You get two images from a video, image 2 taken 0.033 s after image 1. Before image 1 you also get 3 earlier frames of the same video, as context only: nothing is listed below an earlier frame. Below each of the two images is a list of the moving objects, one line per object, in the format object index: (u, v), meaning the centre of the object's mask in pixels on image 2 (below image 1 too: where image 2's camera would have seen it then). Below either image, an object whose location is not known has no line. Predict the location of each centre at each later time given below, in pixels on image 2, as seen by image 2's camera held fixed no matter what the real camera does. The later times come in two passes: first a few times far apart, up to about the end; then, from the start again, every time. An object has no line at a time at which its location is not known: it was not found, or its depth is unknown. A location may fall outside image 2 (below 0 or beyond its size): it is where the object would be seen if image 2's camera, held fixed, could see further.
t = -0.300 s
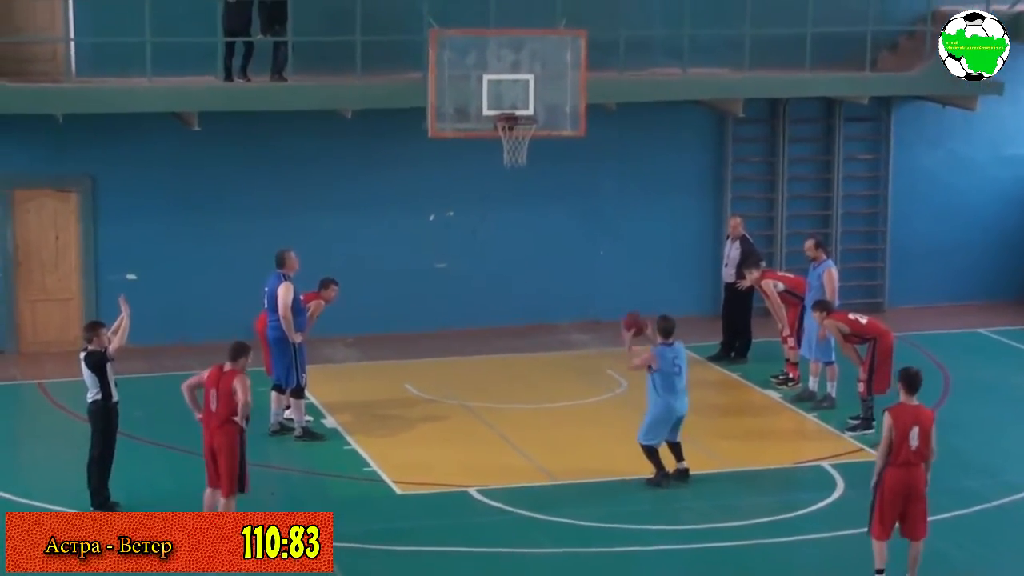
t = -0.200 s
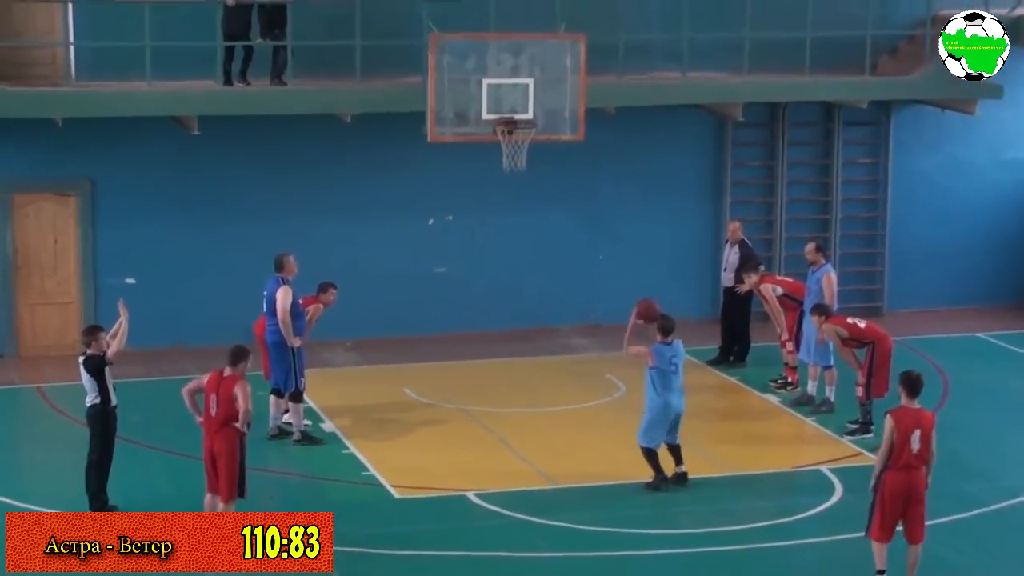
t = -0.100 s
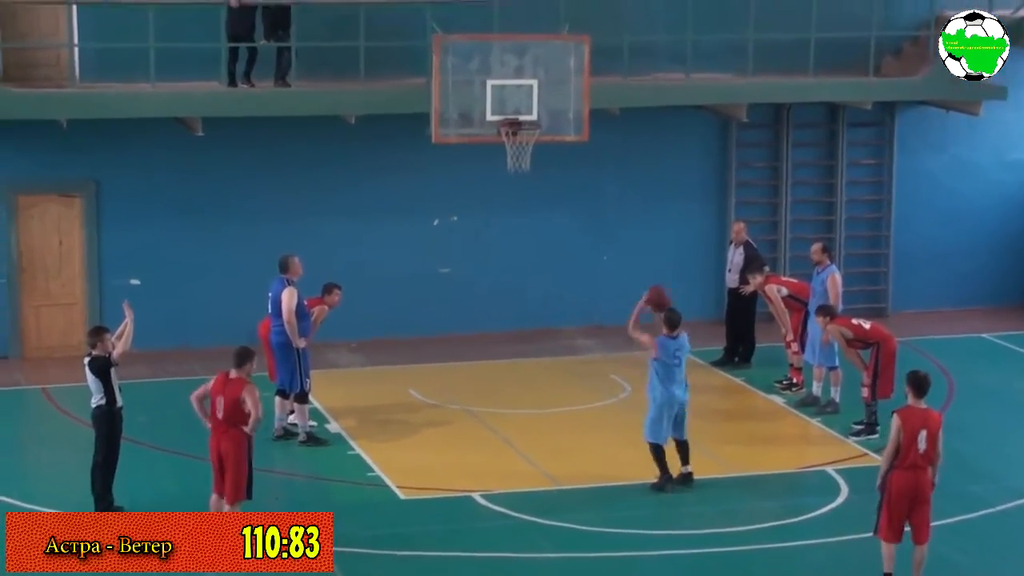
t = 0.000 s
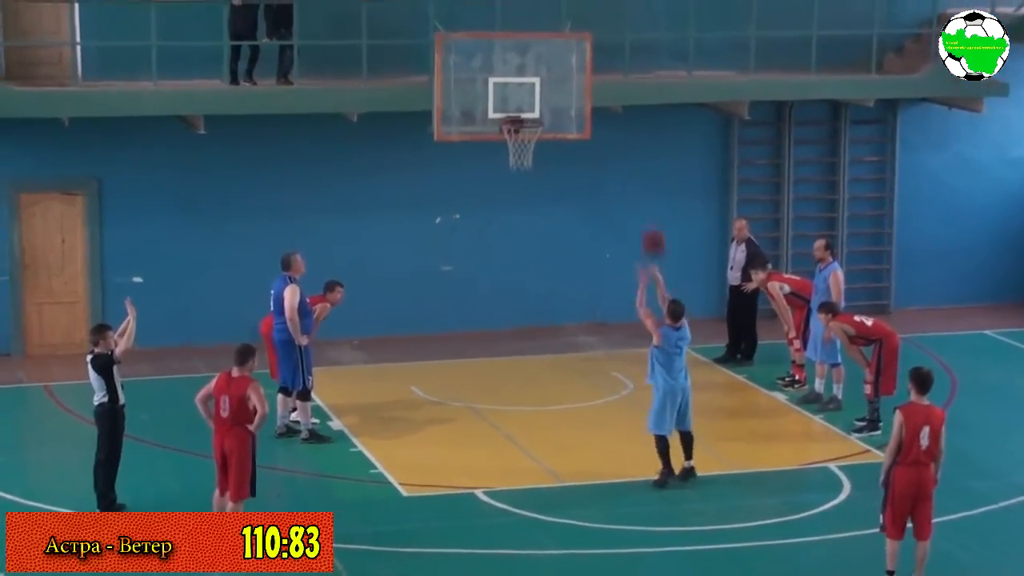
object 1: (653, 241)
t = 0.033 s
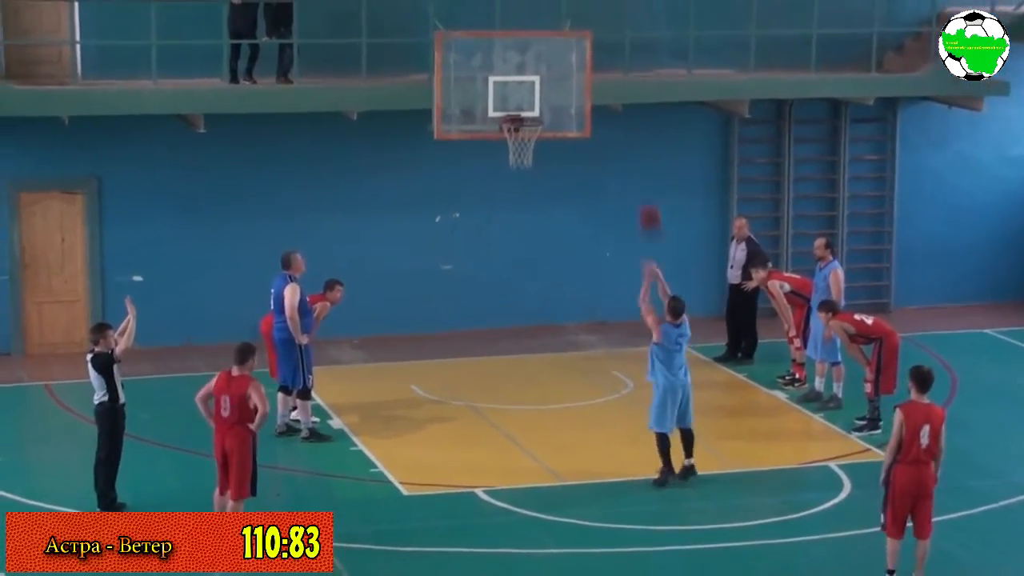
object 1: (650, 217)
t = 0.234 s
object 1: (623, 116)
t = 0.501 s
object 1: (590, 48)
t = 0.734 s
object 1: (564, 47)
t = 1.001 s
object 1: (535, 105)
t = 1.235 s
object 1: (519, 132)
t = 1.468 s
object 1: (498, 158)
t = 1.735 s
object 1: (476, 235)
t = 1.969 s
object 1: (457, 349)
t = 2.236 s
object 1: (451, 293)
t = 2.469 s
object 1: (447, 250)
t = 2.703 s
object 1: (444, 251)
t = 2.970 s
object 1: (442, 311)
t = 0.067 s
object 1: (645, 201)
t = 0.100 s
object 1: (640, 181)
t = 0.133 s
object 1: (636, 164)
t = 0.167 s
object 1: (632, 146)
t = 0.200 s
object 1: (628, 131)
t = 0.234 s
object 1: (623, 116)
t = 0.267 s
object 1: (619, 104)
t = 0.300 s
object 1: (613, 93)
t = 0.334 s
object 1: (610, 82)
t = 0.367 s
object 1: (606, 74)
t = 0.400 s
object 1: (601, 65)
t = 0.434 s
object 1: (598, 60)
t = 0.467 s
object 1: (594, 53)
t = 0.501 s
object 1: (590, 48)
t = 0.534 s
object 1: (586, 44)
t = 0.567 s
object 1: (582, 43)
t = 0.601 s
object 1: (578, 42)
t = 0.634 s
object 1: (575, 41)
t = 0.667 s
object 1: (571, 42)
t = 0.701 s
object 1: (567, 44)
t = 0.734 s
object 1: (564, 47)
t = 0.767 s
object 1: (560, 51)
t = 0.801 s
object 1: (557, 56)
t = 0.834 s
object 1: (553, 62)
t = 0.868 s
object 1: (550, 68)
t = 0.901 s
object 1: (546, 76)
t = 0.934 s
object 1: (543, 85)
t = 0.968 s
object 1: (539, 94)
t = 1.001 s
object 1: (535, 105)
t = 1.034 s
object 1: (533, 115)
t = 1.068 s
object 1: (532, 118)
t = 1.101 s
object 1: (532, 120)
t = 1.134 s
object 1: (531, 123)
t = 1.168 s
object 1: (528, 127)
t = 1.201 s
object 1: (529, 126)
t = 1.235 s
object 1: (519, 132)
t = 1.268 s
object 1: (516, 138)
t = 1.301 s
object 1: (511, 140)
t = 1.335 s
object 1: (508, 141)
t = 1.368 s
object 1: (507, 144)
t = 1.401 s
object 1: (506, 149)
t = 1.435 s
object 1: (502, 154)
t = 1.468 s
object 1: (498, 158)
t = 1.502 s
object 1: (495, 163)
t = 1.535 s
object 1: (492, 170)
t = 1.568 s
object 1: (490, 179)
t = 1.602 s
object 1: (486, 188)
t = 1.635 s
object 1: (483, 199)
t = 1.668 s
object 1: (481, 208)
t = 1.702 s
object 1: (479, 221)
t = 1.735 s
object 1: (476, 235)
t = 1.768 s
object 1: (473, 248)
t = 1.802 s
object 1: (471, 262)
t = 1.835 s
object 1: (468, 278)
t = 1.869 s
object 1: (465, 294)
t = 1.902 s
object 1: (463, 311)
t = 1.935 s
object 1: (460, 331)
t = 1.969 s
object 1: (457, 349)
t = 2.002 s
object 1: (455, 368)
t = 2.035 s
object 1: (454, 366)
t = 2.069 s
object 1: (453, 353)
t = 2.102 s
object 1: (452, 339)
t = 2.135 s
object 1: (453, 326)
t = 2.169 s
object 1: (452, 314)
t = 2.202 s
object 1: (451, 303)
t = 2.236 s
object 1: (451, 293)
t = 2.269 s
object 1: (450, 284)
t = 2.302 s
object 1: (449, 277)
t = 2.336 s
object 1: (449, 268)
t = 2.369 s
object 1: (449, 263)
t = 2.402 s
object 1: (448, 257)
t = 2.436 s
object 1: (448, 252)
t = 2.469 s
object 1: (447, 250)
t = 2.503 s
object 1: (447, 247)
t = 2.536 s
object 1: (446, 246)
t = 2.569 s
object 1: (446, 245)
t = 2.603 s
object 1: (445, 245)
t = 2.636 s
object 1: (445, 246)
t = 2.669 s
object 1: (444, 248)
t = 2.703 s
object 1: (444, 251)
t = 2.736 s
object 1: (444, 255)
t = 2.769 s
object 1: (443, 261)
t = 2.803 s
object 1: (443, 267)
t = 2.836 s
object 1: (442, 275)
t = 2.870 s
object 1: (443, 282)
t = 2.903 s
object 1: (442, 291)
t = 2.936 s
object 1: (442, 301)
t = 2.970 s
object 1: (442, 311)
